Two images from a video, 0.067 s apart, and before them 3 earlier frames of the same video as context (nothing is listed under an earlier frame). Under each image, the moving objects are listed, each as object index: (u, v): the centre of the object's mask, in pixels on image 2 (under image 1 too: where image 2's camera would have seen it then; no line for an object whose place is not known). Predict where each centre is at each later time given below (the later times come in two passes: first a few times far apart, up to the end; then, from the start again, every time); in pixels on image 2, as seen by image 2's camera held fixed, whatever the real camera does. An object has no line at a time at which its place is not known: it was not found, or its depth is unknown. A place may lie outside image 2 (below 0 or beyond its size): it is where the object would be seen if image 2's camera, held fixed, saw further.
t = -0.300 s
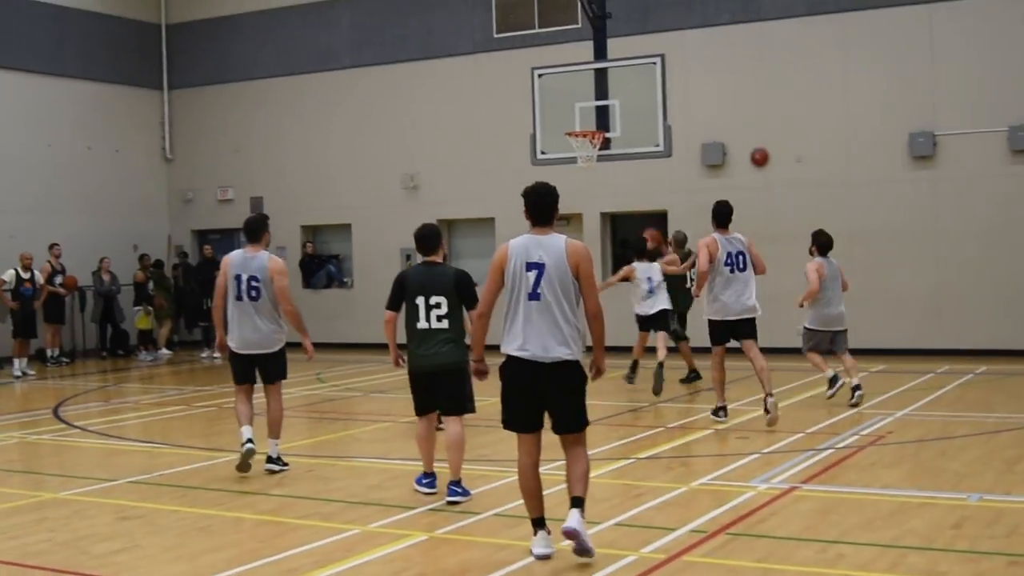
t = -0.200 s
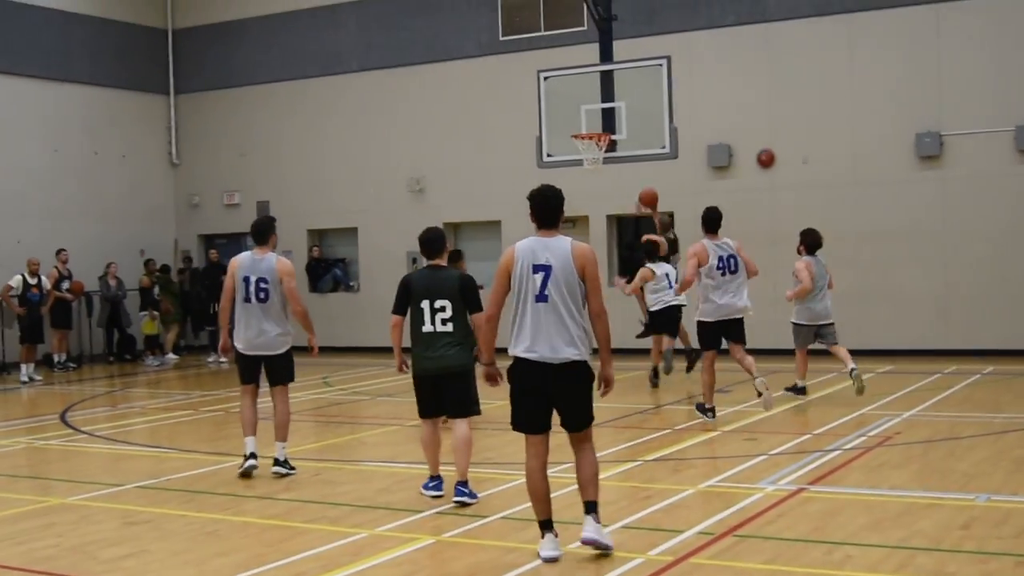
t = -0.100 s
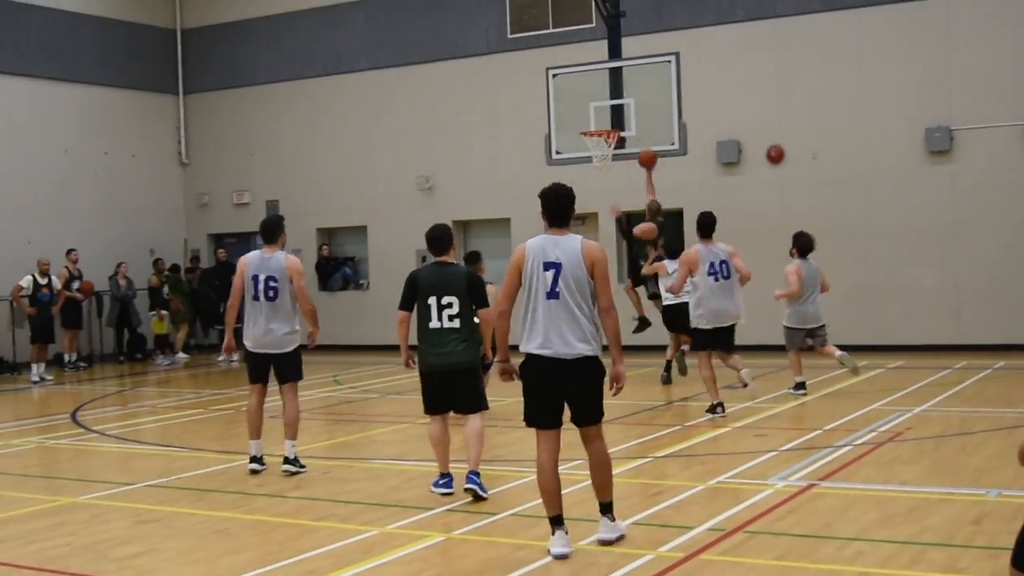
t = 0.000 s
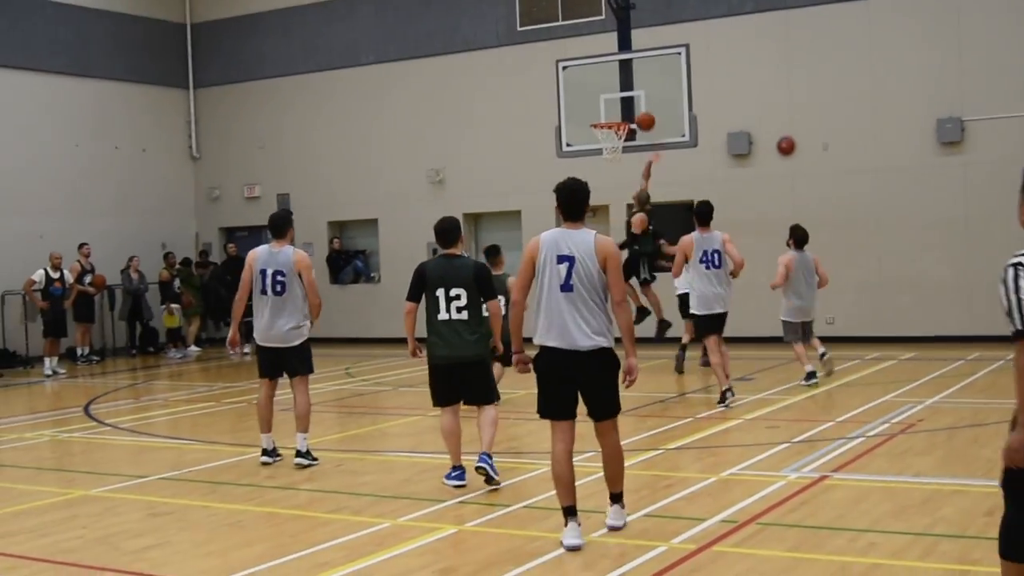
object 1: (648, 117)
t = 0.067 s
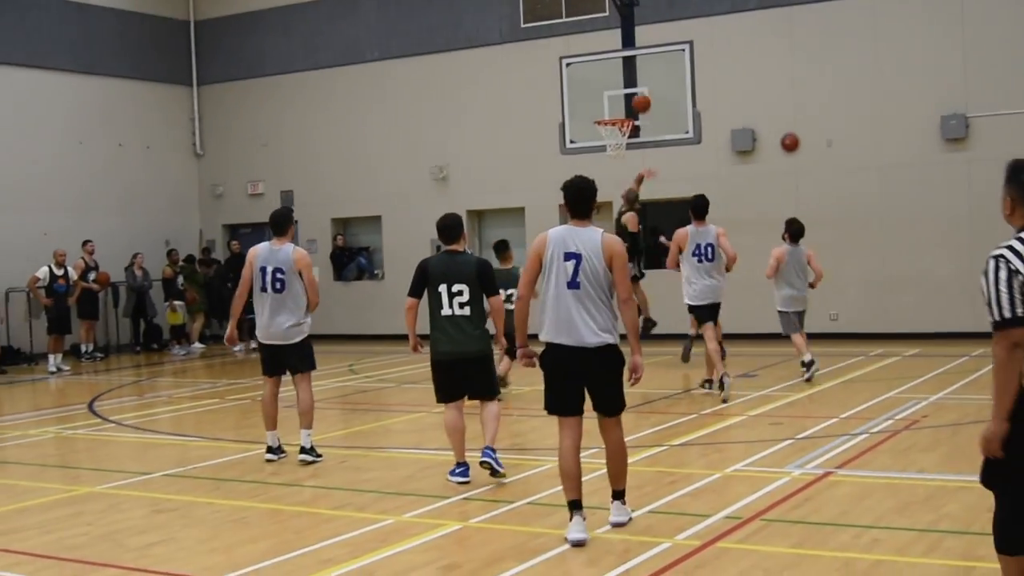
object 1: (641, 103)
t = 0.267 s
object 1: (619, 83)
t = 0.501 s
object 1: (593, 104)
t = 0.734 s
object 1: (568, 162)
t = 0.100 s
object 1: (637, 97)
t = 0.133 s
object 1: (634, 91)
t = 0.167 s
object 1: (630, 88)
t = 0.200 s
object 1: (626, 86)
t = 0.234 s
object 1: (621, 85)
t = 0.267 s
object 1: (619, 83)
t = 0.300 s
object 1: (616, 85)
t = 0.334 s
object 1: (611, 85)
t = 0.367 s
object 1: (607, 87)
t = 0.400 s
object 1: (605, 90)
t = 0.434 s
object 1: (599, 93)
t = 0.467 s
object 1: (595, 97)
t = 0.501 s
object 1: (593, 104)
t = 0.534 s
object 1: (589, 110)
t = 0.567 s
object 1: (586, 118)
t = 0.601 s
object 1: (582, 124)
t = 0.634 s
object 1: (578, 132)
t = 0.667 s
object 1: (575, 140)
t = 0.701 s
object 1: (573, 151)
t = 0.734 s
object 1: (568, 162)
